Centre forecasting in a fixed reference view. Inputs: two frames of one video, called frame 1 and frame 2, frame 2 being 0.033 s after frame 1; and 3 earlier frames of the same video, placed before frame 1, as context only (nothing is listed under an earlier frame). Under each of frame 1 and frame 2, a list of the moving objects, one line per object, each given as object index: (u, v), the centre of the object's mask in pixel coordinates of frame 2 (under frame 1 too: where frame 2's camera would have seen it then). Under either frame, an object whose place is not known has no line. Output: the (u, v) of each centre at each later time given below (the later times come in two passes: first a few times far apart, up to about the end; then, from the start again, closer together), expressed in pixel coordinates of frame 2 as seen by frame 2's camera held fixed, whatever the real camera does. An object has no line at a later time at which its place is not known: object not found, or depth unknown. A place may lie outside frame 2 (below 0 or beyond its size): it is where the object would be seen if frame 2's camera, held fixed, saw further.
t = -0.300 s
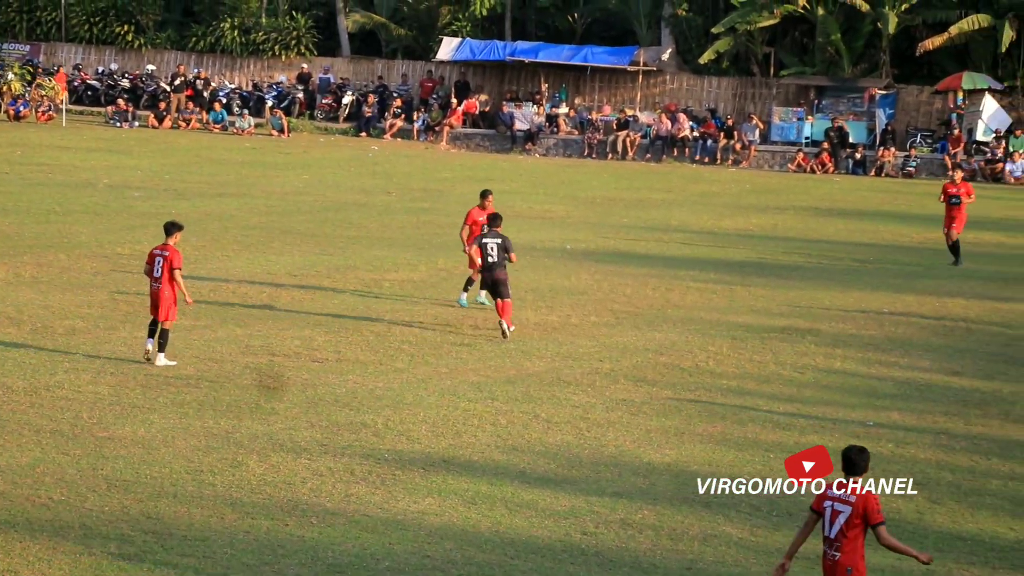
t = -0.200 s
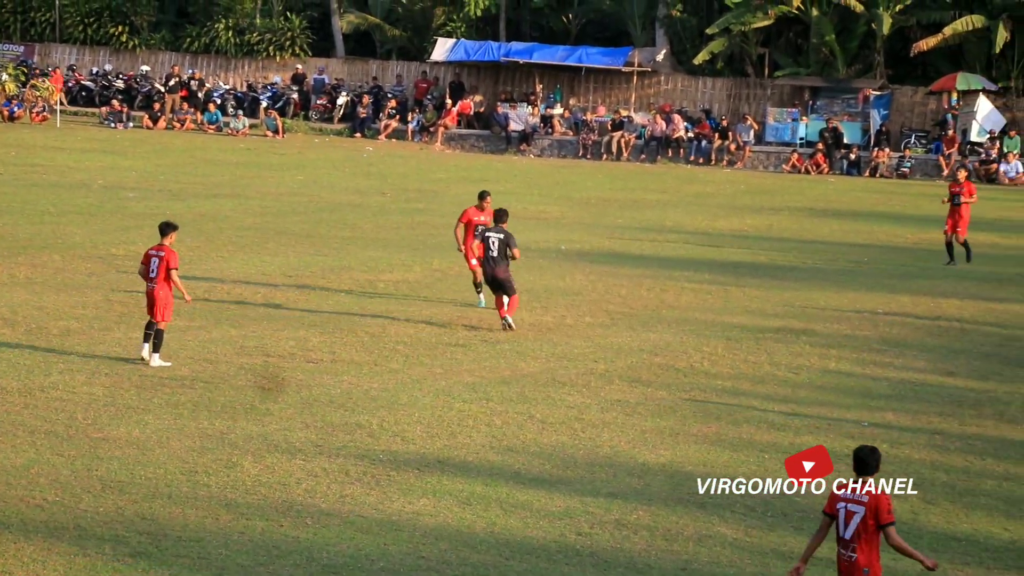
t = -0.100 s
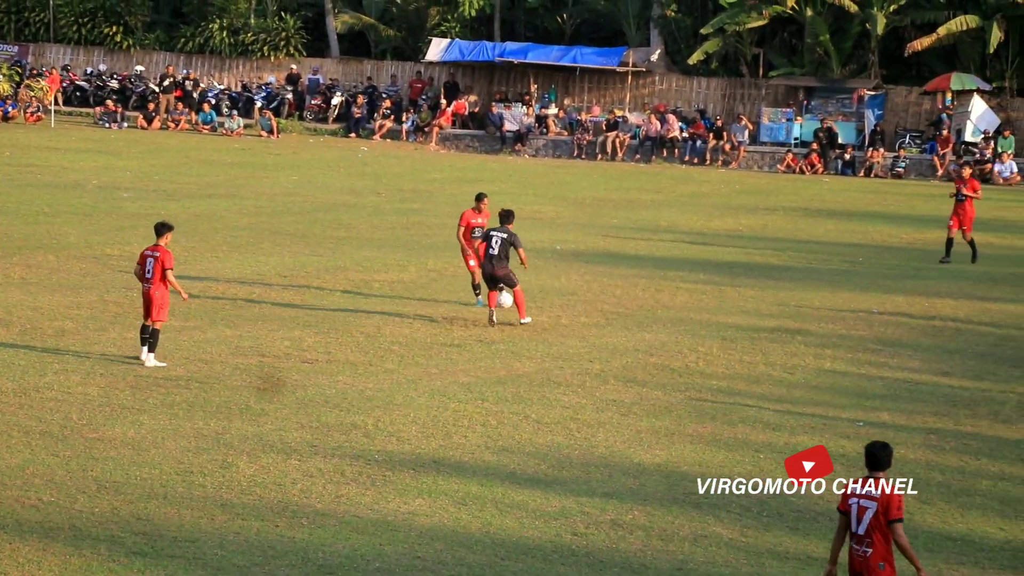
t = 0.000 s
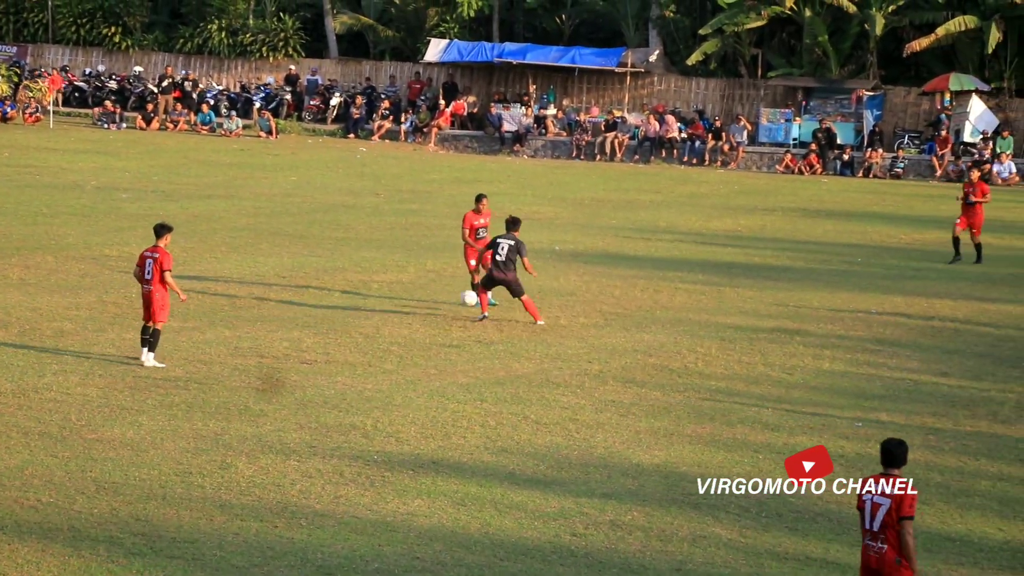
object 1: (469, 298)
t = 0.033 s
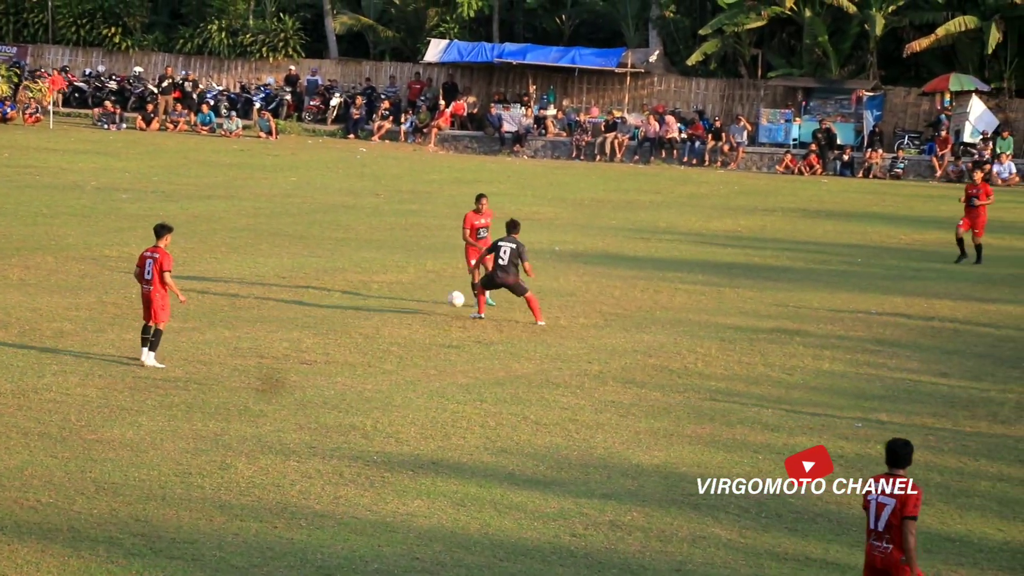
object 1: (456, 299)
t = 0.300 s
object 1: (351, 315)
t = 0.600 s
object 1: (256, 324)
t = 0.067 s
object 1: (443, 300)
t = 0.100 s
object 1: (430, 302)
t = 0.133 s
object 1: (416, 305)
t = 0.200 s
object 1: (388, 312)
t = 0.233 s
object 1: (374, 316)
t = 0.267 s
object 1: (363, 316)
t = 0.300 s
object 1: (351, 315)
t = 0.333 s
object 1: (340, 315)
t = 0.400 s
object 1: (317, 318)
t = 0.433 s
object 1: (305, 320)
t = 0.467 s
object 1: (294, 323)
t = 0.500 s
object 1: (283, 324)
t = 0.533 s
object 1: (274, 323)
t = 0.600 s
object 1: (256, 324)
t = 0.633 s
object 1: (246, 325)
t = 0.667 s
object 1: (237, 327)
